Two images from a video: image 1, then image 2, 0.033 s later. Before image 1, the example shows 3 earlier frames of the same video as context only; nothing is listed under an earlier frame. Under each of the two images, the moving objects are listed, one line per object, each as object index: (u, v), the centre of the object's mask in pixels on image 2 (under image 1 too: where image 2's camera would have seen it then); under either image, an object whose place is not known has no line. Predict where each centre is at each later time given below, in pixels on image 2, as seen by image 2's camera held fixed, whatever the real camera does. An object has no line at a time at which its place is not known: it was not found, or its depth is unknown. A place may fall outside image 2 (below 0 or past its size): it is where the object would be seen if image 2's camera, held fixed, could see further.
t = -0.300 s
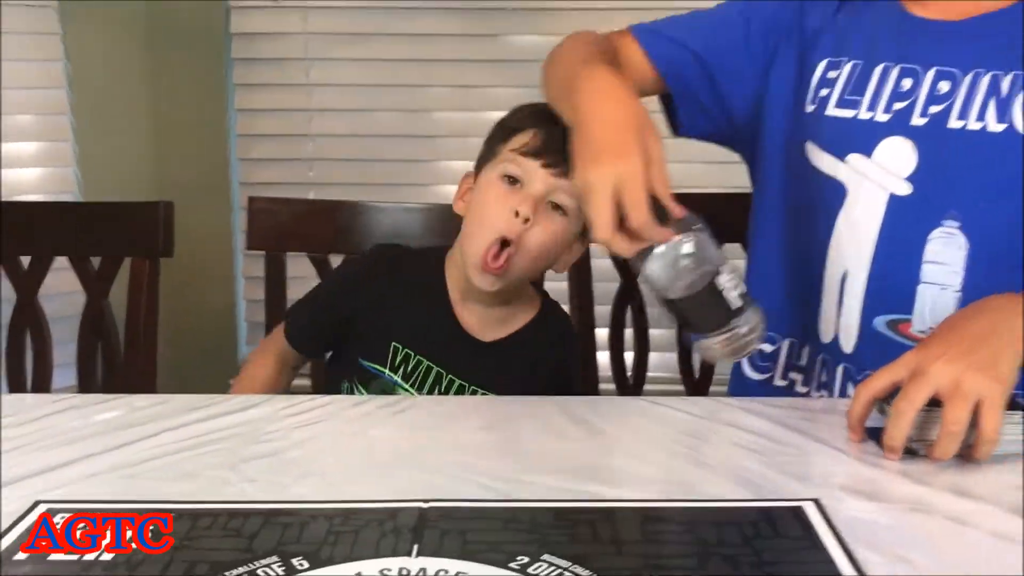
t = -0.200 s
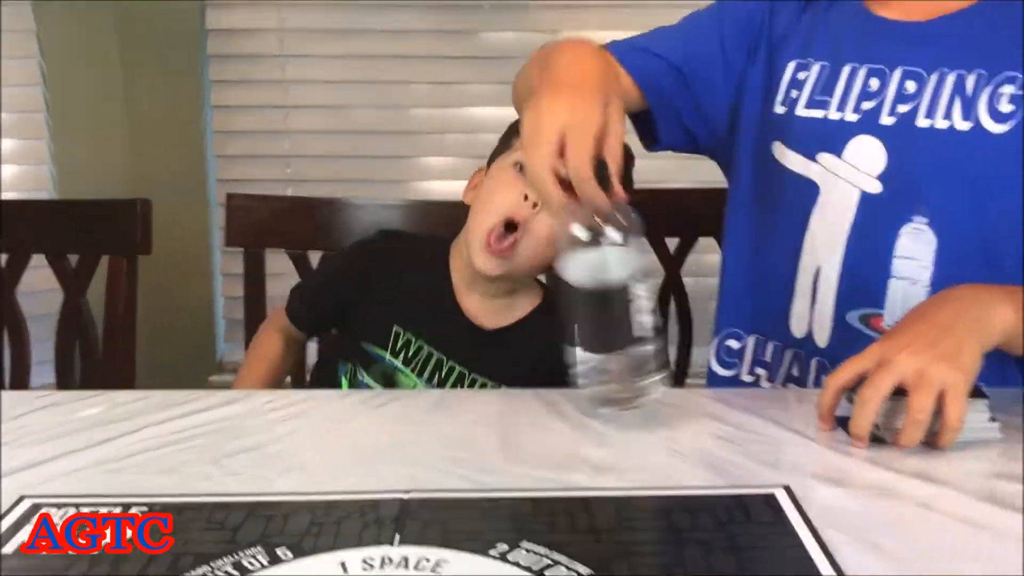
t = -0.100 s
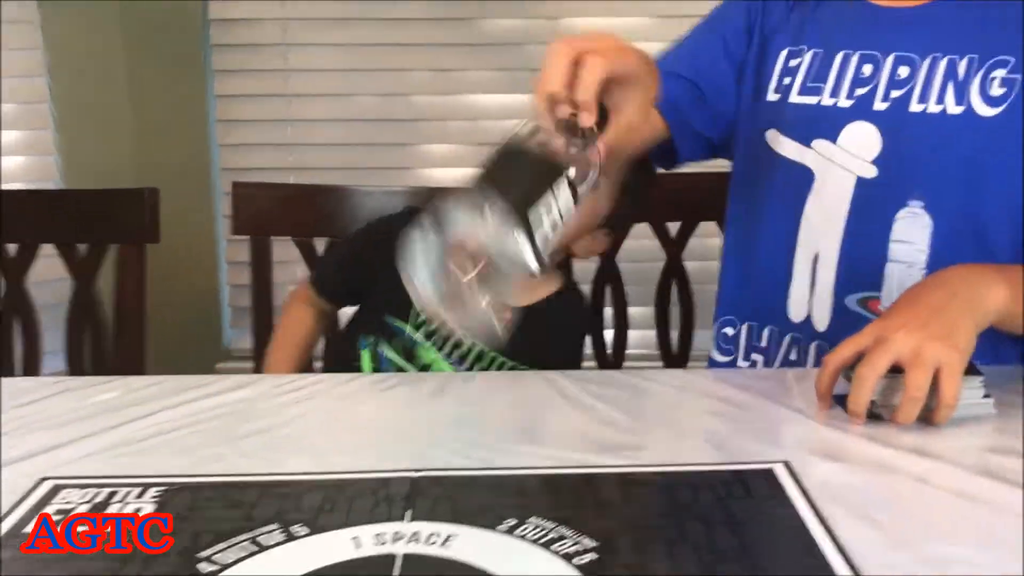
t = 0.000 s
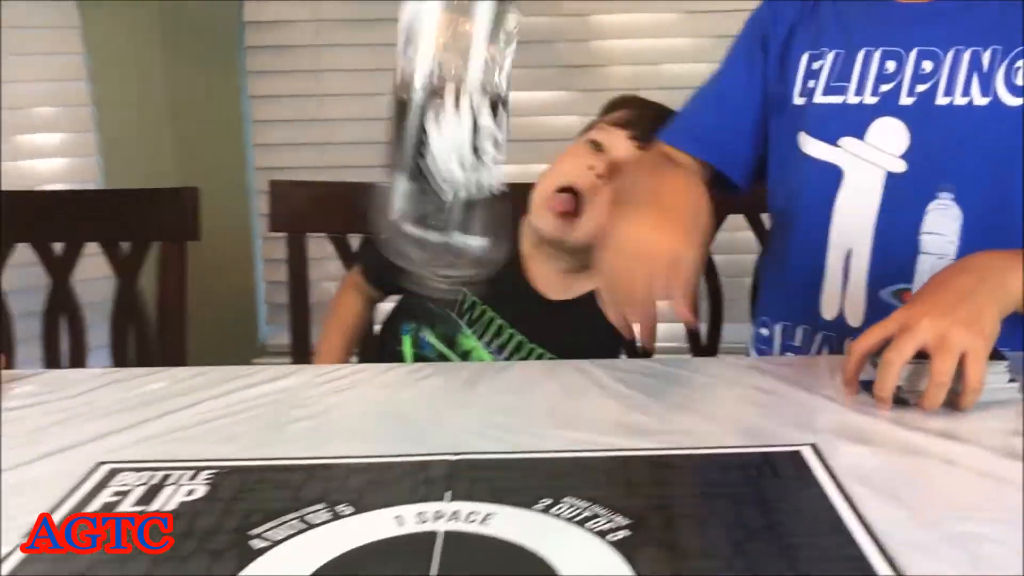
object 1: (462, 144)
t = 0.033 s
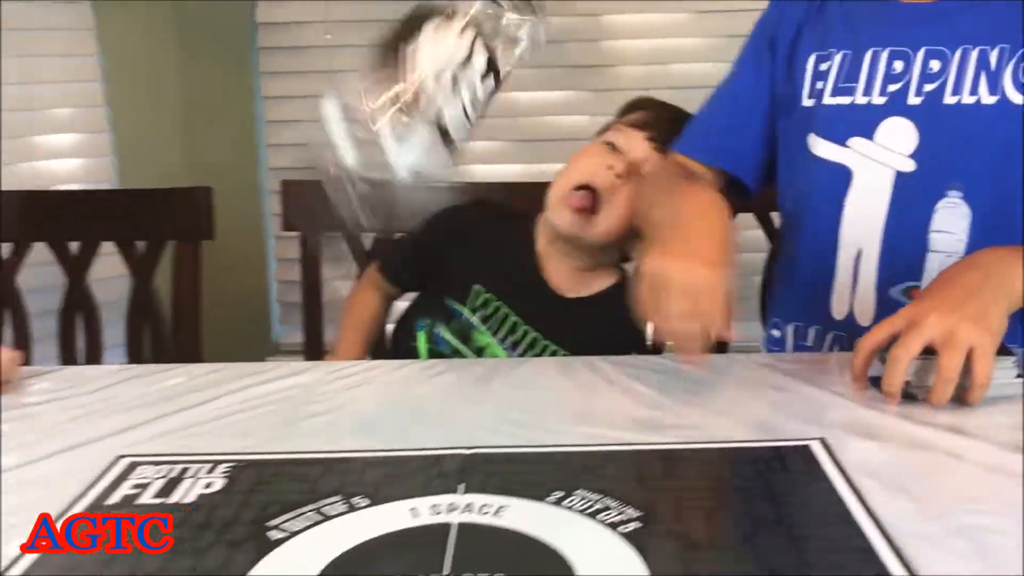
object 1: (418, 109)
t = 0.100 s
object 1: (430, 64)
